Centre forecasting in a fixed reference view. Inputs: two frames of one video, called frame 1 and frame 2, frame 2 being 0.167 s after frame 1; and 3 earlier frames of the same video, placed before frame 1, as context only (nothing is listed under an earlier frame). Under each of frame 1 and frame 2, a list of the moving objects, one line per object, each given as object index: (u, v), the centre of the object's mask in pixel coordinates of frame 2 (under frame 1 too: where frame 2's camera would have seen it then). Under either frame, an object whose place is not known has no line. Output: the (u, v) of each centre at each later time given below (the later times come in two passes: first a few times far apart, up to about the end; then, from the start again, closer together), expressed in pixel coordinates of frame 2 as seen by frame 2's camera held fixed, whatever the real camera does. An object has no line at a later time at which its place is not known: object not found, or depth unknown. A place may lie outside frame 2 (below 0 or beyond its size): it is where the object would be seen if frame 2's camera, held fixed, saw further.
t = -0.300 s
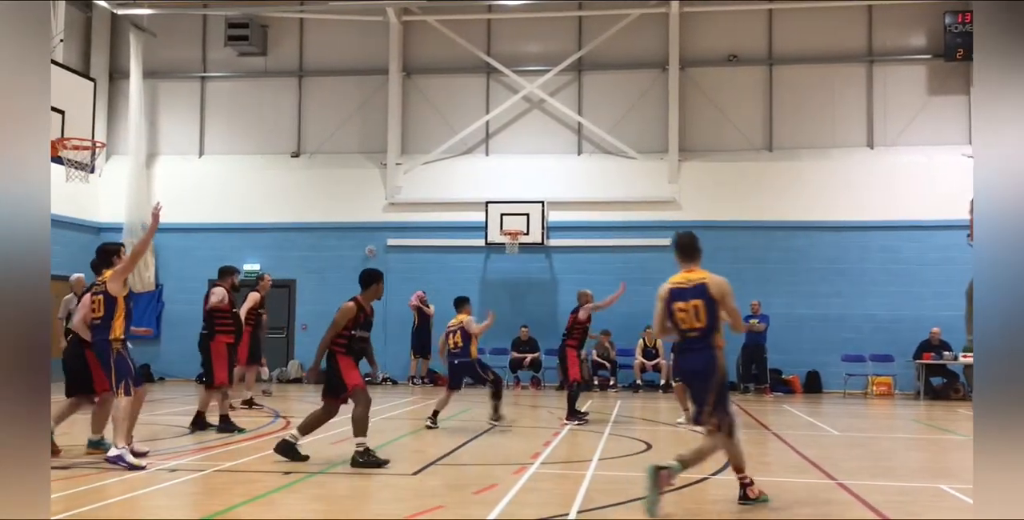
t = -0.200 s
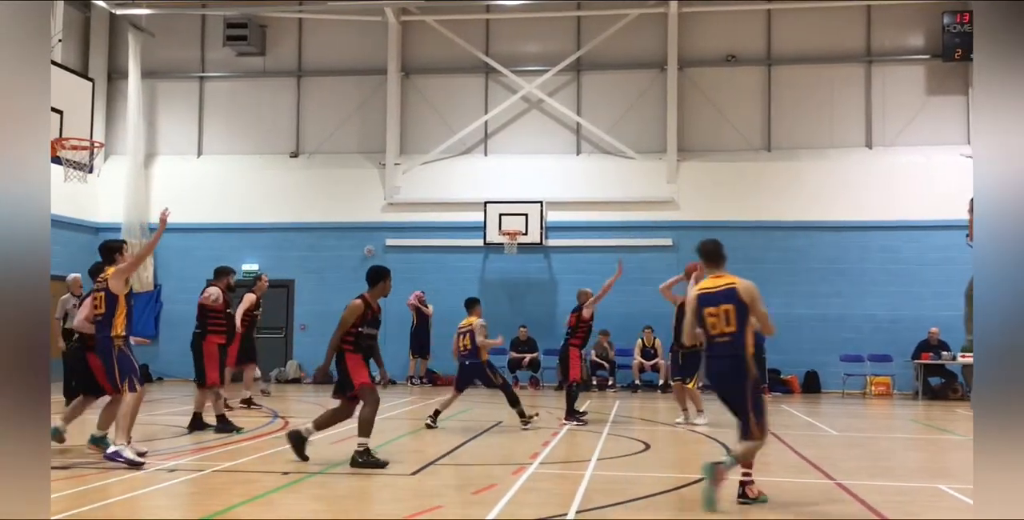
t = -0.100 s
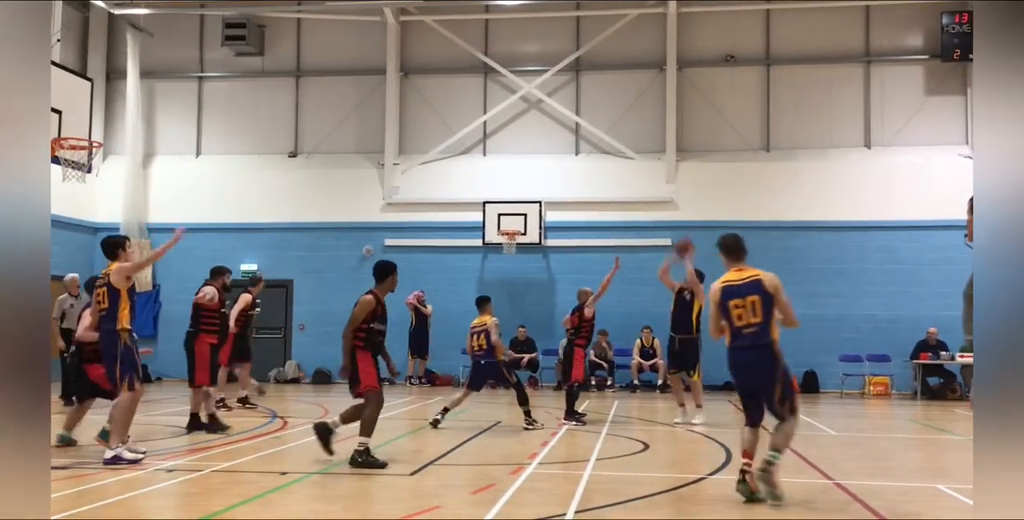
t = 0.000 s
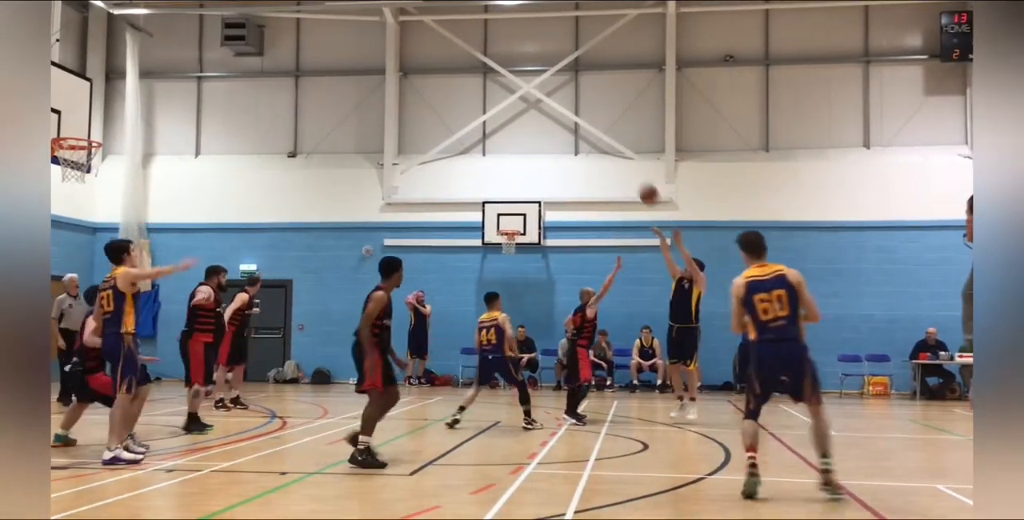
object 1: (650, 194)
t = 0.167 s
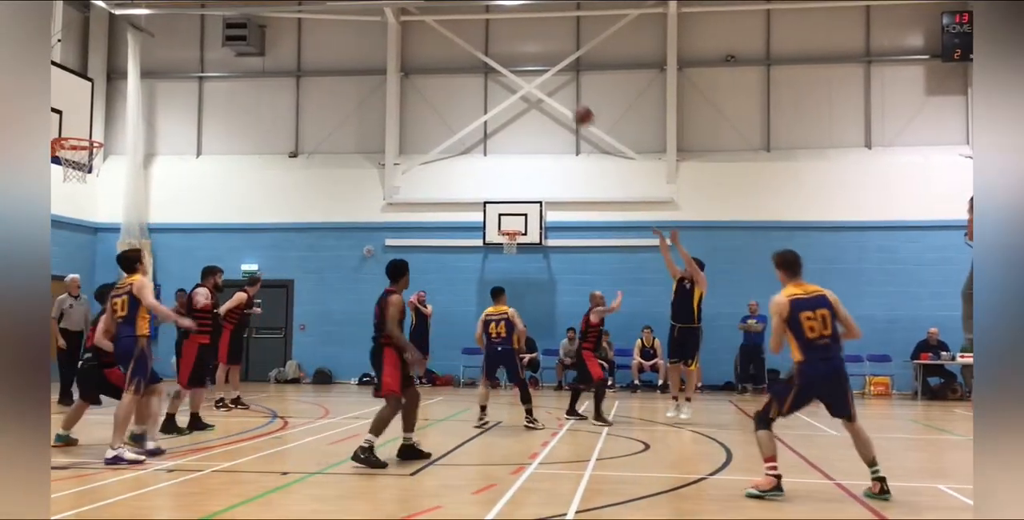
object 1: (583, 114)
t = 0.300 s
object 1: (529, 66)
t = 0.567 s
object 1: (419, 11)
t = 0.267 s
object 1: (542, 78)
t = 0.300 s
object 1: (529, 66)
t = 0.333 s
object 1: (515, 56)
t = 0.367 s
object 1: (501, 47)
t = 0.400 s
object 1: (487, 39)
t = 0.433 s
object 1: (474, 32)
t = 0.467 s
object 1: (461, 26)
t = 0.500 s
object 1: (446, 19)
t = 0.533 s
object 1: (430, 13)
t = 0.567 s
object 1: (419, 11)
